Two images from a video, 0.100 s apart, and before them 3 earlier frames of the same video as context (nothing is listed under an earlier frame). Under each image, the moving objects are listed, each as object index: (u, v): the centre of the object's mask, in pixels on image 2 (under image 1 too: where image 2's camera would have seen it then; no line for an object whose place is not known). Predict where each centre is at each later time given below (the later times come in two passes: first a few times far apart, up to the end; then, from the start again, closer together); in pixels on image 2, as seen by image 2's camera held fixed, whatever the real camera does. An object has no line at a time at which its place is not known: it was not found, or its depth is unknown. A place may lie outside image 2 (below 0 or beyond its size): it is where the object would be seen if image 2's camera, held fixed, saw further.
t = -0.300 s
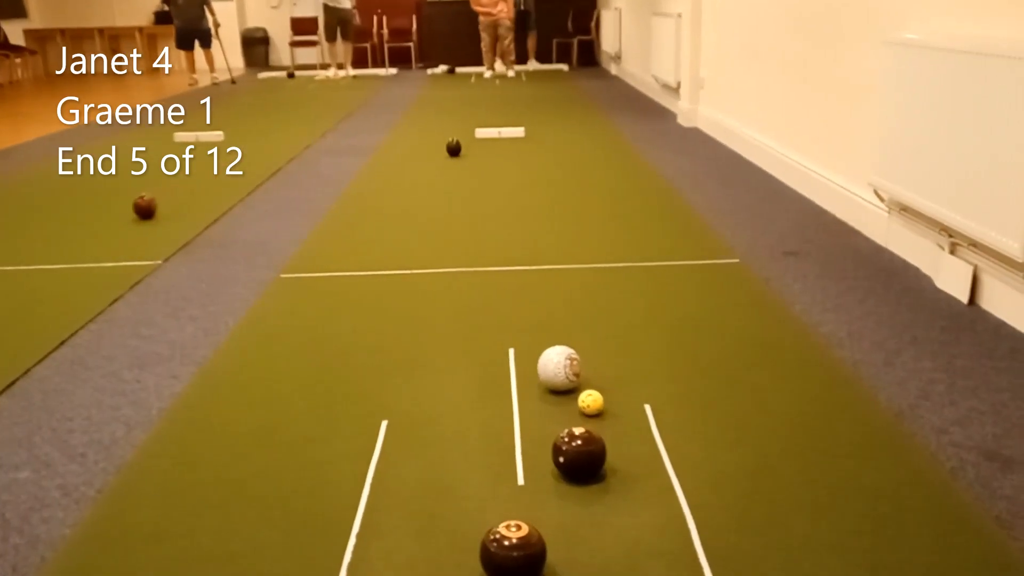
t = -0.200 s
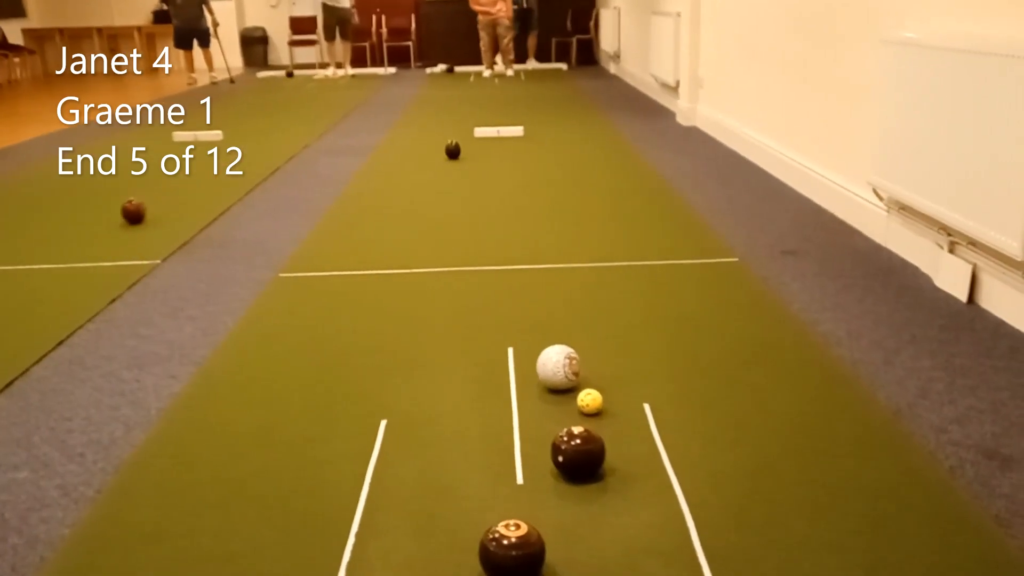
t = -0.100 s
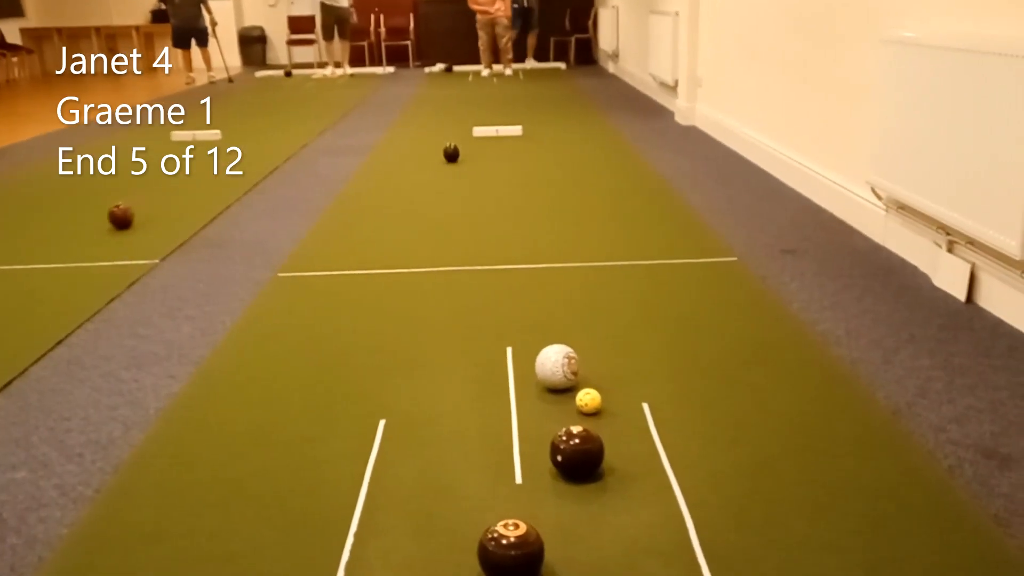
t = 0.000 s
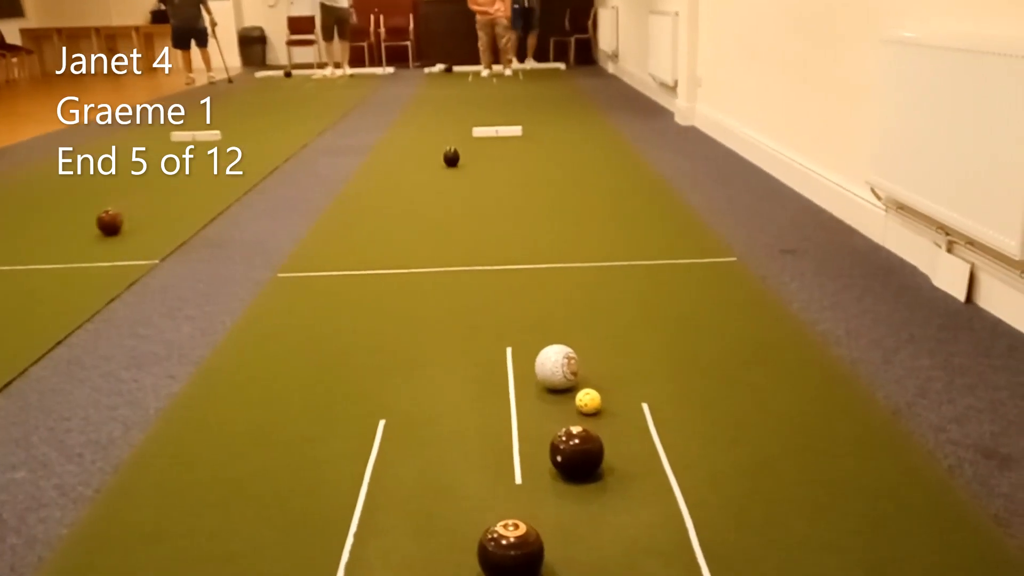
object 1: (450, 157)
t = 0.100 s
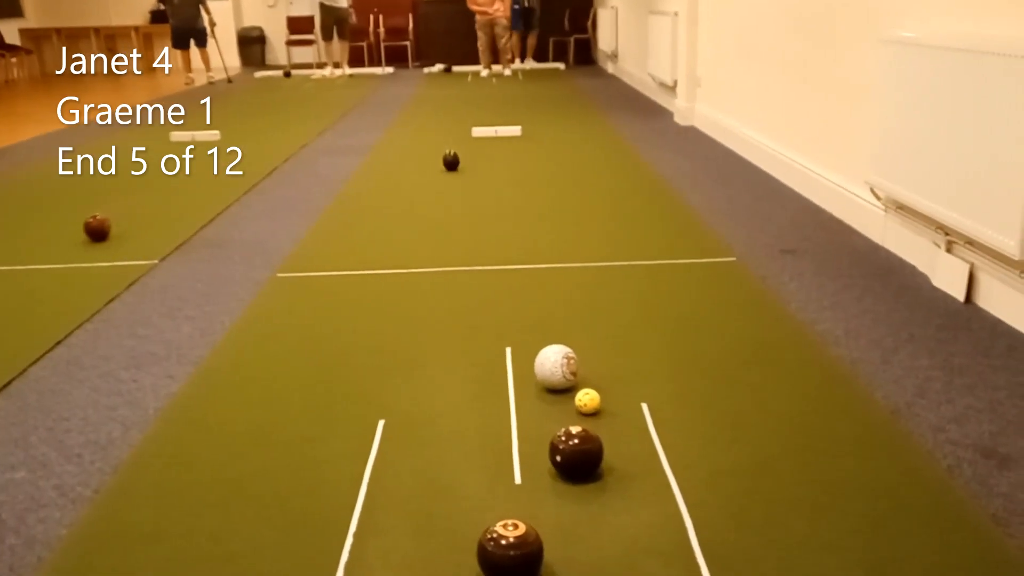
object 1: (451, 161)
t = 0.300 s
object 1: (452, 169)
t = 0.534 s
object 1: (453, 178)
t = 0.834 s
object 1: (455, 192)
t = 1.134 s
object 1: (459, 206)
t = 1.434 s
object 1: (465, 221)
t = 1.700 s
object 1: (473, 236)
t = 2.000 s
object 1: (485, 253)
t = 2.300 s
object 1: (499, 272)
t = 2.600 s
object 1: (516, 291)
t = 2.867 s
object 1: (535, 308)
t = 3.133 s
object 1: (557, 325)
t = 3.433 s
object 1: (584, 344)
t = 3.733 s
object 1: (609, 364)
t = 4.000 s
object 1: (632, 380)
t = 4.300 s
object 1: (659, 395)
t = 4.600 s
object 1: (685, 409)
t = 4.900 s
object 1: (706, 418)
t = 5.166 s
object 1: (722, 424)
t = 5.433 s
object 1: (733, 427)
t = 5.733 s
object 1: (738, 428)
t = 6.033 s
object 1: (737, 428)
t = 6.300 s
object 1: (737, 428)
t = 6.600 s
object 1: (737, 428)
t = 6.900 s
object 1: (737, 428)
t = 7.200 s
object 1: (737, 428)
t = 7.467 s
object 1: (737, 428)
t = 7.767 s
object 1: (737, 428)
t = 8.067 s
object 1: (737, 428)
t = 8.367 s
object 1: (737, 429)
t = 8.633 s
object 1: (737, 429)
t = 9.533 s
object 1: (737, 428)
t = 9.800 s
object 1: (738, 428)
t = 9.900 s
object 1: (738, 428)
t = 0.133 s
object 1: (451, 162)
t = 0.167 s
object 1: (451, 163)
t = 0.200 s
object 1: (451, 164)
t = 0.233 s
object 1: (451, 166)
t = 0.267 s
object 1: (451, 167)
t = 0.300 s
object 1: (452, 169)
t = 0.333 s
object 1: (452, 170)
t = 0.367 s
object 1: (452, 171)
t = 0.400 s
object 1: (452, 172)
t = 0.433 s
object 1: (452, 174)
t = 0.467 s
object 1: (453, 175)
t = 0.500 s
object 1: (453, 177)
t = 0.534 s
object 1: (453, 178)
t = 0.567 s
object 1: (453, 179)
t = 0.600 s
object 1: (453, 181)
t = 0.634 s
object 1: (453, 182)
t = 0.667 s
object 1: (454, 184)
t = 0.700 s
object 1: (454, 186)
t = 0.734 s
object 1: (454, 187)
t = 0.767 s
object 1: (455, 188)
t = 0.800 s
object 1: (455, 190)
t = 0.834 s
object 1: (455, 192)
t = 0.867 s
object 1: (456, 193)
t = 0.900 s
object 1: (456, 195)
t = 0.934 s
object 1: (456, 196)
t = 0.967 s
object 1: (457, 198)
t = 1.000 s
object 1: (457, 200)
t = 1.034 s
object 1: (458, 201)
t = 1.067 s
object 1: (458, 203)
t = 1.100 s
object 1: (458, 205)
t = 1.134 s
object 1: (459, 206)
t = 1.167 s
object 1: (460, 208)
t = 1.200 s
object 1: (460, 209)
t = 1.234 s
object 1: (461, 211)
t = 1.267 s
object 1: (461, 213)
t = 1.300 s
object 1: (462, 215)
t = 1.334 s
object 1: (463, 216)
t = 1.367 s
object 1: (464, 218)
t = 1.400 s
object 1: (464, 220)
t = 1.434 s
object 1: (465, 221)
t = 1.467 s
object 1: (466, 223)
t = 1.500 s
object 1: (467, 225)
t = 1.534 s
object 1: (468, 227)
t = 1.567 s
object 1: (469, 229)
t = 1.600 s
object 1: (470, 230)
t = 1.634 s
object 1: (471, 233)
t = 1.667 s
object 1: (472, 235)
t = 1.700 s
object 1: (473, 236)
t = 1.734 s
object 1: (474, 238)
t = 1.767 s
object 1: (475, 240)
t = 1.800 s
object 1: (477, 242)
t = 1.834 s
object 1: (478, 244)
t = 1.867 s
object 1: (479, 246)
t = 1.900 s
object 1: (480, 248)
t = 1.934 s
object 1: (482, 250)
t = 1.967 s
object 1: (483, 252)
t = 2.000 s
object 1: (485, 253)
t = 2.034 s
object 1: (486, 256)
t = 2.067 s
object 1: (487, 258)
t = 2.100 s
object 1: (489, 260)
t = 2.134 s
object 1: (490, 262)
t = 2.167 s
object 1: (492, 264)
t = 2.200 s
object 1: (493, 266)
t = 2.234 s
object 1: (495, 268)
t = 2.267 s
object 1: (497, 270)
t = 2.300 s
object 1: (499, 272)
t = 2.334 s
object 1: (500, 274)
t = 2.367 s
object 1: (502, 276)
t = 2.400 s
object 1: (504, 278)
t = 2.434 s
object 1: (506, 281)
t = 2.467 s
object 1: (508, 283)
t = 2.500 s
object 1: (510, 285)
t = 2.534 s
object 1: (512, 287)
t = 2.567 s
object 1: (514, 289)
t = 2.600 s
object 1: (516, 291)
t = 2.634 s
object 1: (519, 293)
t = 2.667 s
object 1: (521, 296)
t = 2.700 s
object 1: (523, 298)
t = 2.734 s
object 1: (525, 300)
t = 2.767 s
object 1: (528, 302)
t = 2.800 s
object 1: (530, 304)
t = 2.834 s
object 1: (533, 306)
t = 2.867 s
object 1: (535, 308)
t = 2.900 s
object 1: (538, 311)
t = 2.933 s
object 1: (541, 313)
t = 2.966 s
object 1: (543, 315)
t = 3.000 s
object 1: (546, 317)
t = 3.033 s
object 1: (549, 319)
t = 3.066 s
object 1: (551, 322)
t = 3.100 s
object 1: (554, 323)
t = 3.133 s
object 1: (557, 325)
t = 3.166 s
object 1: (560, 327)
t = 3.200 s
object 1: (563, 328)
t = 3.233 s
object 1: (565, 330)
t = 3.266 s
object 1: (568, 332)
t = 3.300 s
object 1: (572, 334)
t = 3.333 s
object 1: (575, 336)
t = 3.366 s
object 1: (578, 339)
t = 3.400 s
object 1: (581, 341)
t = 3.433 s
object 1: (584, 344)
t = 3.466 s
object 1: (587, 346)
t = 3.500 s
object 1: (590, 349)
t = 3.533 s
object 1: (592, 351)
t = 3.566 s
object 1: (595, 353)
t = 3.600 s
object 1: (597, 356)
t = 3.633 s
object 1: (600, 358)
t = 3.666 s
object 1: (603, 360)
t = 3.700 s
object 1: (606, 362)
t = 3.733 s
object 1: (609, 364)
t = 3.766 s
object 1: (612, 366)
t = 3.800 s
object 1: (615, 368)
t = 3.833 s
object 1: (617, 370)
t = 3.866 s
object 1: (621, 372)
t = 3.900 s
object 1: (623, 374)
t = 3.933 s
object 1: (626, 376)
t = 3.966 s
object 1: (629, 378)
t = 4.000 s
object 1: (632, 380)
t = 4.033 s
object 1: (635, 382)
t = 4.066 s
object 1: (638, 384)
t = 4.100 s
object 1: (641, 385)
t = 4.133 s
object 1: (644, 387)
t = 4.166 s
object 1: (647, 389)
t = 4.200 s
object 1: (650, 391)
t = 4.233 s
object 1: (653, 392)
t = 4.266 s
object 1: (656, 394)
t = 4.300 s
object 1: (659, 395)
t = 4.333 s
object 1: (662, 397)
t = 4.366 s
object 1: (665, 399)
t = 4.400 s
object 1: (668, 400)
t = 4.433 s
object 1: (671, 402)
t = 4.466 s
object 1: (673, 403)
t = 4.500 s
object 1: (676, 405)
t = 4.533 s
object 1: (679, 406)
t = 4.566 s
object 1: (682, 407)
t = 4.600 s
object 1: (685, 409)
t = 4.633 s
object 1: (687, 410)
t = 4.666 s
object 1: (690, 411)
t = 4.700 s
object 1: (692, 413)
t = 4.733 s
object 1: (695, 414)
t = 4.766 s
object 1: (697, 415)
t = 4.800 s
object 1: (700, 416)
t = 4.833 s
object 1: (702, 416)
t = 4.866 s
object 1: (704, 417)
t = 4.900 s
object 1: (706, 418)
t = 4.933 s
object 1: (709, 419)
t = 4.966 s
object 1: (711, 420)
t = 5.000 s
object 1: (713, 421)
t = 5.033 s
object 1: (715, 422)
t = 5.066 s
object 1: (717, 422)
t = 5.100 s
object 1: (719, 423)
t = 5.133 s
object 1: (720, 423)
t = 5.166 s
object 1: (722, 424)
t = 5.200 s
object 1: (723, 424)
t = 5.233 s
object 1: (725, 425)
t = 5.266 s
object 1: (726, 425)
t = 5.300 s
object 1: (728, 426)
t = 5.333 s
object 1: (729, 427)
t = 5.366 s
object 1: (731, 427)
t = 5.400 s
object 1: (732, 427)
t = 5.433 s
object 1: (733, 427)
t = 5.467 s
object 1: (734, 428)
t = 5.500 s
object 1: (735, 428)
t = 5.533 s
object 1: (736, 428)
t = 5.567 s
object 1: (737, 428)
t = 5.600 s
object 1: (737, 428)
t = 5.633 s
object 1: (737, 428)
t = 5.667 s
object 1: (738, 428)
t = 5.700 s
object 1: (738, 428)
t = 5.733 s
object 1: (738, 428)
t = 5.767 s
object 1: (738, 428)
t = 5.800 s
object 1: (738, 428)
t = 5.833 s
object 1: (738, 428)
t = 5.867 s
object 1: (738, 428)
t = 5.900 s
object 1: (737, 428)
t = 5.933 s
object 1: (737, 428)
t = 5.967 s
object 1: (737, 428)
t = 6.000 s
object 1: (737, 428)
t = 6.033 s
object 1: (737, 428)
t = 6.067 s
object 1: (737, 428)
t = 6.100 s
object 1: (737, 428)
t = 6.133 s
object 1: (737, 428)
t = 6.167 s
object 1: (737, 428)
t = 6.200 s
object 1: (737, 428)
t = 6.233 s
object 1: (737, 428)
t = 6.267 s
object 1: (737, 428)
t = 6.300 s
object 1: (737, 428)
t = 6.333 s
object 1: (737, 428)
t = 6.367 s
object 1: (737, 428)
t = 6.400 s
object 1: (737, 428)
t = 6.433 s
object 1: (737, 428)
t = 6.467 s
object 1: (737, 428)
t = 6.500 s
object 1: (737, 428)
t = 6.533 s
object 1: (737, 428)
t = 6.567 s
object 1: (737, 428)
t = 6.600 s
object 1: (737, 428)
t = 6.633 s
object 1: (737, 428)
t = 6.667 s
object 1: (737, 428)
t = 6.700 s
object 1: (737, 428)
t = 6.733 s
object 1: (737, 428)
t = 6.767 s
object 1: (737, 428)
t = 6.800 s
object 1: (737, 428)
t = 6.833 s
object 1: (737, 428)
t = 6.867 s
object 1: (737, 428)
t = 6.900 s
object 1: (737, 428)
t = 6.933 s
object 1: (737, 428)
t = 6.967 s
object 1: (737, 428)
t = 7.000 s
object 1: (737, 428)
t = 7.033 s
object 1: (737, 428)
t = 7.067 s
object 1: (737, 428)
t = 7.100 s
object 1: (737, 428)
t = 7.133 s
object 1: (737, 428)
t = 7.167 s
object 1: (737, 428)
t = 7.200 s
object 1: (737, 428)
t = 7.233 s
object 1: (737, 428)
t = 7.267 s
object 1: (737, 428)
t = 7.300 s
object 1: (737, 428)
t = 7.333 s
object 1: (737, 428)
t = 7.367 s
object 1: (737, 428)
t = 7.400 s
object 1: (737, 428)
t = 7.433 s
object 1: (737, 428)
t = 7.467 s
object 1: (737, 428)
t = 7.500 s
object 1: (737, 428)
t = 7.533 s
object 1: (737, 428)
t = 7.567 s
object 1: (737, 428)
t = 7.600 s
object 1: (737, 428)
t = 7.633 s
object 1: (737, 428)
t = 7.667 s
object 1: (737, 428)
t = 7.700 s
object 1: (737, 428)
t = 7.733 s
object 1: (737, 428)
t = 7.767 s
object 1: (737, 428)
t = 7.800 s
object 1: (737, 428)
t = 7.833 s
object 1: (737, 428)
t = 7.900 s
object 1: (737, 428)
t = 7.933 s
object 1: (737, 428)
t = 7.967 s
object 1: (737, 428)
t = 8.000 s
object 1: (737, 428)
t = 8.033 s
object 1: (737, 428)
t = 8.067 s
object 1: (737, 428)
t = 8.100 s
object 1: (737, 428)
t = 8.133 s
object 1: (737, 428)
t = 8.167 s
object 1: (737, 428)
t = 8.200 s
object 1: (737, 428)
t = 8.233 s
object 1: (737, 428)
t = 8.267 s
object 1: (737, 429)
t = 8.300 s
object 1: (737, 429)
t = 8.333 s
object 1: (737, 429)
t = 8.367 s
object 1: (737, 429)
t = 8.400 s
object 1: (737, 428)
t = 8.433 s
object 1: (737, 428)
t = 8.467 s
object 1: (737, 429)
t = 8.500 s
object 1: (737, 428)
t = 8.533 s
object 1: (737, 428)
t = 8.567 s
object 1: (737, 428)
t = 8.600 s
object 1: (737, 428)
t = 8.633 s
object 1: (737, 429)
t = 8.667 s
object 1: (737, 429)
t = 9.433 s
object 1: (737, 429)
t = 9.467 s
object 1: (737, 429)
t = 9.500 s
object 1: (737, 428)
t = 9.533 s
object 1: (737, 428)
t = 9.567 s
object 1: (737, 428)
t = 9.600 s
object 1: (738, 428)
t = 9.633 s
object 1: (738, 428)
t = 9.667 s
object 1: (738, 428)
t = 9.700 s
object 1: (738, 428)
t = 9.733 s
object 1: (738, 428)
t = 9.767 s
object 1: (738, 428)
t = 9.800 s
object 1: (738, 428)
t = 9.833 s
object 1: (738, 428)
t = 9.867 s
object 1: (738, 428)
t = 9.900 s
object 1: (738, 428)
